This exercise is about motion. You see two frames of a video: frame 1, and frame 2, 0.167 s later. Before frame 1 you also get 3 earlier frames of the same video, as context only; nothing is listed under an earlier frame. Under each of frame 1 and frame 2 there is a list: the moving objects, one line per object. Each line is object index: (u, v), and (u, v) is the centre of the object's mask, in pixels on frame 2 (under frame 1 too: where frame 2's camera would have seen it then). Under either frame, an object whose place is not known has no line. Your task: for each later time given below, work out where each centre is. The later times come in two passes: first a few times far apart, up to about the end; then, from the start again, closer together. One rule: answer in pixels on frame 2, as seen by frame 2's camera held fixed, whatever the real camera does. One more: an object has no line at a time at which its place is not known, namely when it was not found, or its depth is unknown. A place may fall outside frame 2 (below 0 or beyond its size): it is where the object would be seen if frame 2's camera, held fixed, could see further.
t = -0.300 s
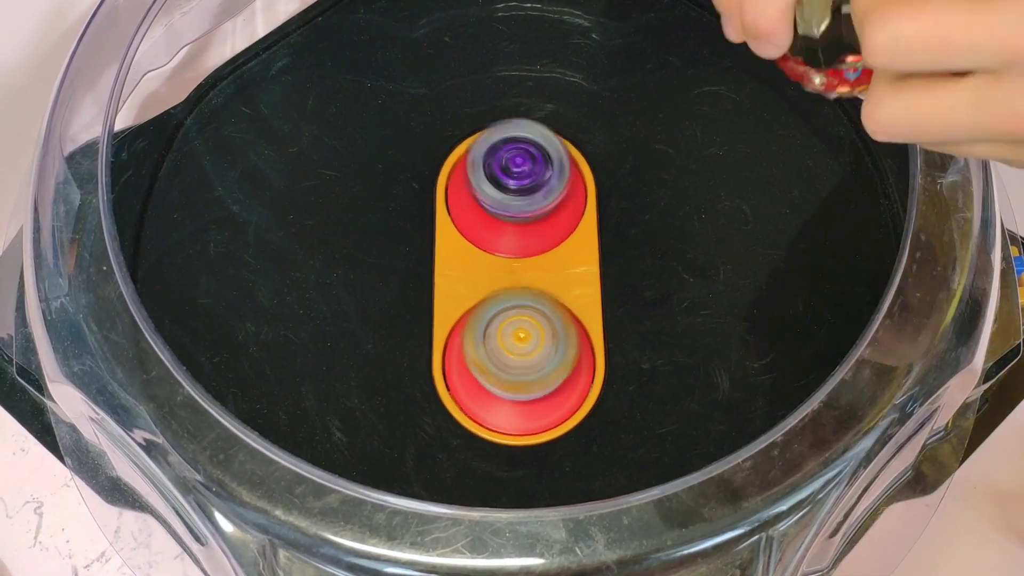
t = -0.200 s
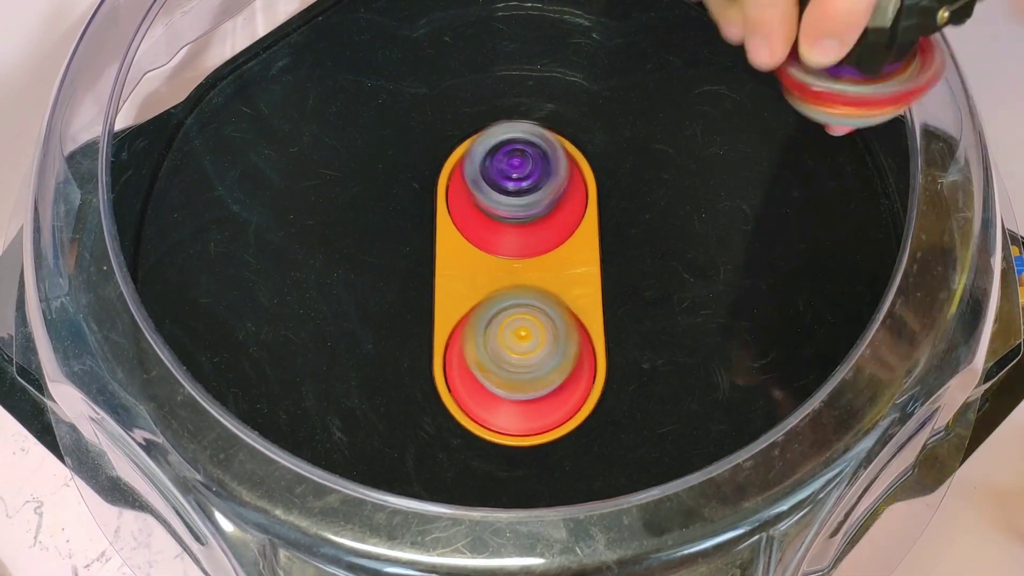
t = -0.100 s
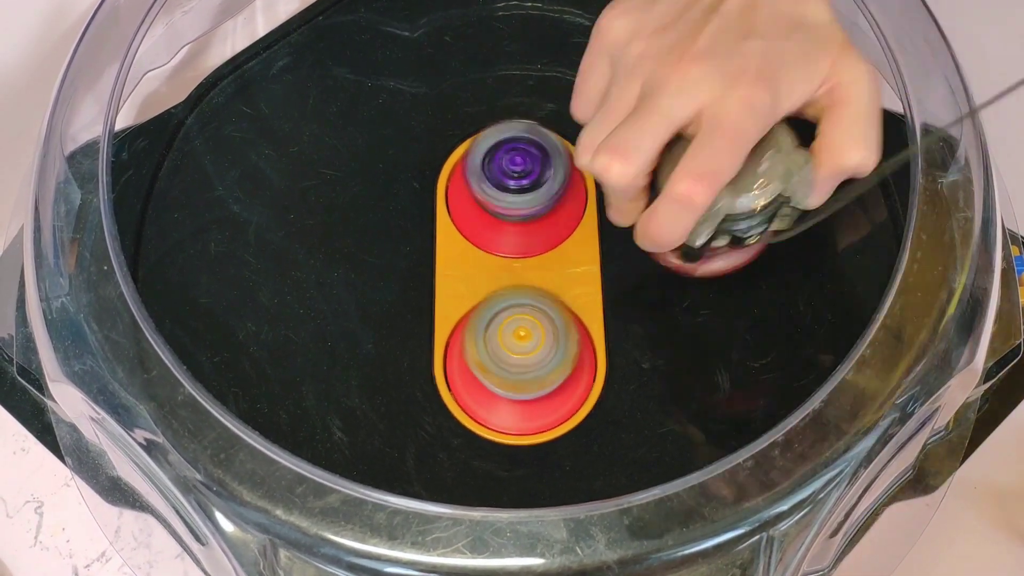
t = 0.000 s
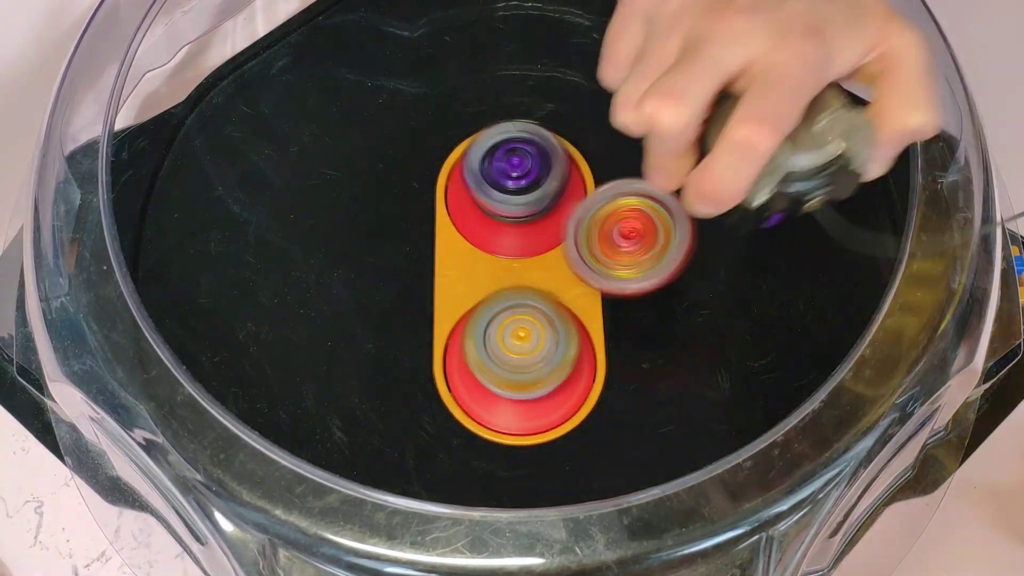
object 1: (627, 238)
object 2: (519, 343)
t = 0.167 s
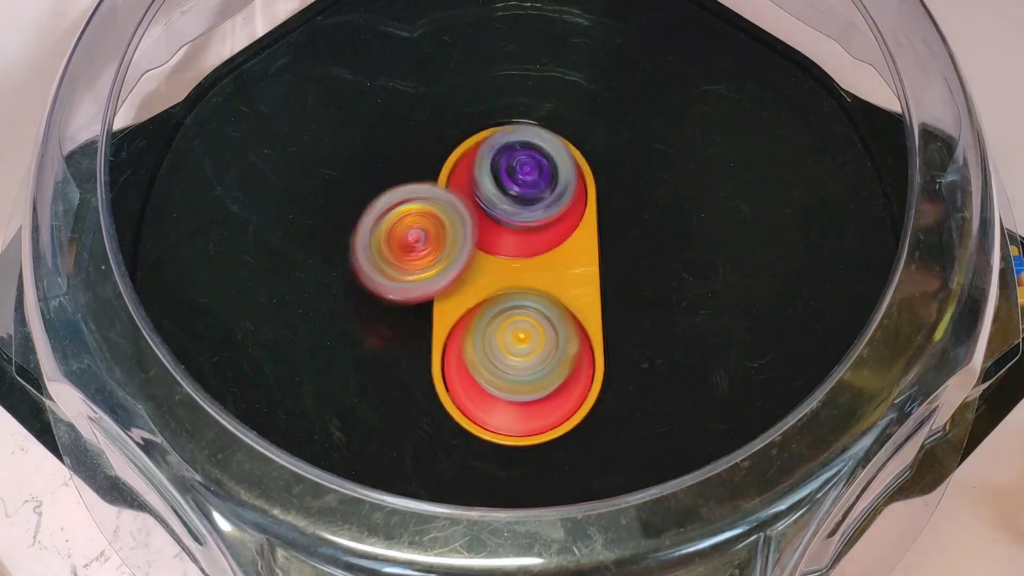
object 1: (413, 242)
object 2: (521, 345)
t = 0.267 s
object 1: (285, 239)
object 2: (521, 344)
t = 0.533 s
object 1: (249, 300)
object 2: (518, 344)
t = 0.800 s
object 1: (398, 444)
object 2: (528, 337)
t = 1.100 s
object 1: (568, 493)
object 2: (521, 343)
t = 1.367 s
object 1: (615, 412)
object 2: (518, 344)
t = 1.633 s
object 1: (625, 398)
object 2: (519, 342)
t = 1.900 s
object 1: (648, 339)
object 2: (518, 344)
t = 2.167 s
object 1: (608, 257)
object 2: (518, 345)
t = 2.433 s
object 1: (622, 259)
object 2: (518, 343)
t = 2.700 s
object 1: (612, 250)
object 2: (520, 344)
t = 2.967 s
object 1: (719, 408)
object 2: (519, 344)
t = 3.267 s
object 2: (516, 341)
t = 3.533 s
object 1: (597, 440)
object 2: (484, 343)
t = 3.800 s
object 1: (592, 490)
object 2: (427, 272)
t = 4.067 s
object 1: (543, 453)
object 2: (528, 23)
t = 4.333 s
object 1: (494, 354)
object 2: (593, 25)
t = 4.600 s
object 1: (508, 356)
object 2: (534, 109)
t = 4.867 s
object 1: (609, 336)
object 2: (546, 238)
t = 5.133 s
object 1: (566, 213)
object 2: (387, 139)
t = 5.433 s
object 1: (514, 242)
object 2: (439, 56)
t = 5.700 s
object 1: (444, 213)
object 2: (504, 77)
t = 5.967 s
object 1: (518, 451)
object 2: (587, 110)
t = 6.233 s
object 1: (549, 527)
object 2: (440, 243)
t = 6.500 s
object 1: (485, 492)
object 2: (439, 205)
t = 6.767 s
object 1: (454, 367)
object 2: (568, 114)
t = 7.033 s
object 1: (403, 402)
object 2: (617, 212)
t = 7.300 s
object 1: (447, 493)
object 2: (567, 216)
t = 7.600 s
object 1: (587, 374)
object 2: (480, 107)
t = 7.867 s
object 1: (461, 380)
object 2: (566, 76)
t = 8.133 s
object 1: (454, 275)
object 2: (543, 163)
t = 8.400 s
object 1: (386, 308)
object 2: (527, 288)
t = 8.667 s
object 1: (419, 357)
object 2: (516, 282)
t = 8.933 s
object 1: (541, 403)
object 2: (480, 297)
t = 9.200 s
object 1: (470, 269)
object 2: (515, 407)
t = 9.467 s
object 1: (424, 251)
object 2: (568, 263)
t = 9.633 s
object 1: (417, 264)
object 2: (567, 240)
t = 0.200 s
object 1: (369, 239)
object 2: (519, 344)
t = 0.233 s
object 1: (325, 233)
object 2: (518, 344)
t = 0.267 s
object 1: (285, 239)
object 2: (521, 344)
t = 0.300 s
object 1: (252, 249)
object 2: (518, 345)
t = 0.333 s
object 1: (230, 243)
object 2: (521, 345)
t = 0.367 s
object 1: (214, 250)
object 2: (517, 344)
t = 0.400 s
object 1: (204, 265)
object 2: (518, 343)
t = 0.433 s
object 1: (204, 270)
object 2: (519, 343)
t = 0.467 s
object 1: (212, 279)
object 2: (518, 344)
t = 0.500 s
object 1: (225, 292)
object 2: (519, 344)
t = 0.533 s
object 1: (249, 300)
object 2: (518, 344)
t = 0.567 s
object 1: (278, 316)
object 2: (518, 344)
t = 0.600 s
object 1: (314, 331)
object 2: (519, 344)
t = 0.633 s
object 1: (355, 347)
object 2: (518, 345)
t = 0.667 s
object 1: (397, 358)
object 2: (520, 345)
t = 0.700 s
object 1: (407, 383)
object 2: (529, 336)
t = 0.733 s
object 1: (398, 405)
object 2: (522, 332)
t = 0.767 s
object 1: (394, 431)
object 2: (520, 346)
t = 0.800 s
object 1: (398, 444)
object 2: (528, 337)
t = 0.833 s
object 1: (400, 472)
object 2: (520, 348)
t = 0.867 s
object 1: (414, 490)
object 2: (528, 343)
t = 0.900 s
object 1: (437, 499)
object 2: (517, 347)
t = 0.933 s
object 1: (460, 508)
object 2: (518, 345)
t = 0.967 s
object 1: (480, 508)
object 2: (518, 344)
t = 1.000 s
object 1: (505, 518)
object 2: (519, 344)
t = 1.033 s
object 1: (528, 510)
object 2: (520, 345)
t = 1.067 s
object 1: (549, 504)
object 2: (516, 345)
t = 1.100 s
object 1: (568, 493)
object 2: (521, 343)
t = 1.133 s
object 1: (583, 478)
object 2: (518, 345)
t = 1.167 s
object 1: (590, 453)
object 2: (519, 343)
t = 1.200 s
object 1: (594, 435)
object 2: (517, 344)
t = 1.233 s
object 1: (598, 419)
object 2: (516, 338)
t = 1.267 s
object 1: (609, 422)
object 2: (517, 342)
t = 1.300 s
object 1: (617, 422)
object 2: (519, 343)
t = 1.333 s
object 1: (620, 419)
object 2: (518, 344)
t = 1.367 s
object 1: (615, 412)
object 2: (518, 344)
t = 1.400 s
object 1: (613, 410)
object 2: (514, 343)
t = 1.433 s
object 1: (612, 412)
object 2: (519, 341)
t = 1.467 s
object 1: (615, 414)
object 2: (517, 345)
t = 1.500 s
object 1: (615, 410)
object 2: (518, 342)
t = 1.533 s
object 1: (613, 406)
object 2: (515, 343)
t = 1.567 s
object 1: (617, 404)
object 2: (517, 342)
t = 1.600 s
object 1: (623, 401)
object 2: (517, 343)
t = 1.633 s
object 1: (625, 398)
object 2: (519, 342)
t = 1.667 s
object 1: (625, 391)
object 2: (516, 344)
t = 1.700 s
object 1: (632, 388)
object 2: (517, 343)
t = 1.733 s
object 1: (634, 381)
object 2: (517, 344)
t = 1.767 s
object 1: (635, 377)
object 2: (517, 343)
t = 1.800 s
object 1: (639, 371)
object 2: (518, 345)
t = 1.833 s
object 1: (643, 363)
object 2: (518, 343)
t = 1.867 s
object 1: (647, 353)
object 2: (519, 344)
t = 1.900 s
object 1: (648, 339)
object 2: (518, 344)
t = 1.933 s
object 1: (648, 325)
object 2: (518, 344)
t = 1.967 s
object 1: (648, 314)
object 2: (518, 344)
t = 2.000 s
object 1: (648, 304)
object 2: (519, 343)
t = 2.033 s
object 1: (645, 292)
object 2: (519, 345)
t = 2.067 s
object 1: (639, 281)
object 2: (518, 344)
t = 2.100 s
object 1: (629, 271)
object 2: (519, 344)
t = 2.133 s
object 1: (616, 265)
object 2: (519, 344)
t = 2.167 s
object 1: (608, 257)
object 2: (518, 345)
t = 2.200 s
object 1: (608, 243)
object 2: (519, 345)
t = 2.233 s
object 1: (604, 230)
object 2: (519, 345)
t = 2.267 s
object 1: (605, 229)
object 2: (519, 343)
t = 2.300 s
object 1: (612, 234)
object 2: (519, 344)
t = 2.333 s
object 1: (618, 240)
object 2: (519, 344)
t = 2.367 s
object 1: (620, 246)
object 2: (519, 344)
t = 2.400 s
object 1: (620, 252)
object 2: (519, 345)
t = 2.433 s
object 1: (622, 259)
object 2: (518, 343)
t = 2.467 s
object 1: (620, 266)
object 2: (520, 344)
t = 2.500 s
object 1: (623, 269)
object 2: (518, 344)
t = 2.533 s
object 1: (629, 269)
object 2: (520, 344)
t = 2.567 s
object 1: (634, 267)
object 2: (518, 345)
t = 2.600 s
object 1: (632, 263)
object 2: (519, 342)
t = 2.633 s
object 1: (628, 260)
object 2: (520, 344)
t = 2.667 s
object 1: (623, 256)
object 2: (518, 344)
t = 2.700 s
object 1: (612, 250)
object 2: (520, 344)
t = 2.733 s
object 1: (604, 246)
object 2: (520, 344)
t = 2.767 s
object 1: (590, 241)
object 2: (518, 344)
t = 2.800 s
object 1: (587, 246)
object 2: (519, 349)
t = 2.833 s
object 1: (622, 281)
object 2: (521, 347)
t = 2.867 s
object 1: (660, 321)
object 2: (516, 346)
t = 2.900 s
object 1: (687, 360)
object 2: (518, 342)
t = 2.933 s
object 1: (707, 384)
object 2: (521, 344)
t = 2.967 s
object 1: (719, 408)
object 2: (519, 344)
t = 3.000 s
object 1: (725, 426)
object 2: (519, 344)
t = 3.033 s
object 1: (728, 432)
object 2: (518, 344)
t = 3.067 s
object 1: (724, 439)
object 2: (520, 343)
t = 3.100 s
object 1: (712, 438)
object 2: (520, 341)
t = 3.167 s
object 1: (683, 428)
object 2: (521, 341)
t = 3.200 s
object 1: (662, 423)
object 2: (519, 341)
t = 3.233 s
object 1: (639, 413)
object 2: (520, 341)
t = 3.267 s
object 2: (516, 341)
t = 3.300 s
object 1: (628, 404)
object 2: (503, 344)
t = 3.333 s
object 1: (632, 409)
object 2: (523, 352)
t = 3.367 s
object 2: (514, 333)
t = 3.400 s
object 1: (629, 422)
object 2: (499, 347)
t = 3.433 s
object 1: (625, 426)
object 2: (514, 357)
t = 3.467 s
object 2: (530, 342)
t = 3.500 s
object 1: (608, 437)
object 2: (504, 329)
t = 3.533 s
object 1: (597, 440)
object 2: (484, 343)
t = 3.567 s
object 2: (469, 362)
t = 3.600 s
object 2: (462, 382)
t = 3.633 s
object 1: (580, 450)
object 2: (443, 388)
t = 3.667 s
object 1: (591, 457)
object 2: (434, 372)
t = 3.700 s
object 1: (599, 473)
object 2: (427, 351)
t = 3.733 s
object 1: (601, 480)
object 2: (425, 329)
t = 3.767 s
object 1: (597, 487)
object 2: (427, 302)
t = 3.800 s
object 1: (592, 490)
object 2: (427, 272)
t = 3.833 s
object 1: (586, 489)
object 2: (430, 239)
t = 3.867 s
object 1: (581, 486)
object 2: (435, 202)
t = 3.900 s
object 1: (578, 484)
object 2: (440, 166)
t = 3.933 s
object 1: (573, 480)
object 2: (454, 126)
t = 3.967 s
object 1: (563, 466)
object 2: (475, 87)
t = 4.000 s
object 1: (555, 464)
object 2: (494, 56)
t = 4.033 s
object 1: (550, 458)
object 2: (512, 35)
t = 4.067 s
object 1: (543, 453)
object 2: (528, 23)
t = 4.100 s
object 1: (533, 445)
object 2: (541, 16)
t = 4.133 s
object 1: (524, 434)
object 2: (553, 13)
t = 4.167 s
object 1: (515, 423)
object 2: (566, 11)
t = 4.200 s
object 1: (509, 411)
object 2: (578, 11)
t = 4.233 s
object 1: (504, 400)
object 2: (589, 13)
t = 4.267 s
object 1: (496, 386)
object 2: (596, 16)
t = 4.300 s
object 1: (495, 369)
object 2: (595, 20)
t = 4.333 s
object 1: (494, 354)
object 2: (593, 25)
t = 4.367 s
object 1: (497, 342)
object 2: (586, 31)
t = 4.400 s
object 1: (502, 336)
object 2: (577, 39)
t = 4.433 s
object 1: (503, 331)
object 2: (569, 48)
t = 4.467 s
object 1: (504, 329)
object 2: (560, 60)
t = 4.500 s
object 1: (505, 331)
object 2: (552, 72)
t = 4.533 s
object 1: (506, 335)
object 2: (547, 84)
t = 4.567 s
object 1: (508, 344)
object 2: (540, 95)
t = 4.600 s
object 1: (508, 356)
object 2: (534, 109)
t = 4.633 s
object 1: (509, 371)
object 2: (531, 127)
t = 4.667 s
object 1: (517, 389)
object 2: (532, 140)
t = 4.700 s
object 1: (528, 408)
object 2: (537, 155)
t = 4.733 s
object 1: (547, 409)
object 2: (548, 171)
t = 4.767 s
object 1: (566, 405)
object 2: (557, 190)
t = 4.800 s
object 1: (588, 392)
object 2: (563, 211)
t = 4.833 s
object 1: (606, 367)
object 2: (559, 226)
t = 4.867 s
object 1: (609, 336)
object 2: (546, 238)
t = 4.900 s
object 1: (608, 310)
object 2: (522, 240)
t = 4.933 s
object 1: (606, 291)
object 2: (494, 233)
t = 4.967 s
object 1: (603, 266)
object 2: (462, 221)
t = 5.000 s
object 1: (585, 276)
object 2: (435, 206)
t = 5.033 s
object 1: (583, 252)
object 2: (415, 190)
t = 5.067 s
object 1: (576, 237)
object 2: (402, 174)
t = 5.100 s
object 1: (572, 224)
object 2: (394, 156)
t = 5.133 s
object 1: (566, 213)
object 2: (387, 139)
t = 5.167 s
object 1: (558, 201)
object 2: (383, 124)
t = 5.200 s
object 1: (549, 194)
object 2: (383, 111)
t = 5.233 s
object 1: (541, 189)
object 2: (386, 100)
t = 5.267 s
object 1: (539, 191)
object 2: (390, 88)
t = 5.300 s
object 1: (541, 200)
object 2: (396, 78)
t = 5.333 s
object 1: (540, 212)
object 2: (405, 71)
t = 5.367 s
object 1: (534, 225)
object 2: (416, 65)
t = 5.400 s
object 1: (525, 241)
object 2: (427, 59)
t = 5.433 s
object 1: (514, 242)
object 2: (439, 56)
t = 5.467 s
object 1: (504, 240)
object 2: (451, 57)
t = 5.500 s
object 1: (487, 234)
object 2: (462, 60)
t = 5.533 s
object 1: (467, 227)
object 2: (471, 63)
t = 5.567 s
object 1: (455, 216)
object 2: (478, 67)
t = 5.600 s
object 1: (450, 207)
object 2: (483, 73)
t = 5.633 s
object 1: (453, 196)
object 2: (487, 83)
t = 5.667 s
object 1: (454, 185)
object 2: (492, 93)
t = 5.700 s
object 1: (444, 213)
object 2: (504, 77)
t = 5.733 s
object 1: (443, 240)
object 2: (514, 66)
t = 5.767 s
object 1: (445, 269)
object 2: (524, 60)
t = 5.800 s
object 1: (452, 300)
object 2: (535, 62)
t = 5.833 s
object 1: (459, 336)
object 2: (548, 66)
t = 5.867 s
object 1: (466, 376)
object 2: (559, 73)
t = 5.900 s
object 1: (477, 413)
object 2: (570, 83)
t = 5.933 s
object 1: (498, 433)
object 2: (580, 96)
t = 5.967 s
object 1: (518, 451)
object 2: (587, 110)
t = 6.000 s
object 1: (532, 463)
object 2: (590, 127)
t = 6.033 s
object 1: (543, 470)
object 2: (590, 146)
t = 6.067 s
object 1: (548, 489)
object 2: (585, 170)
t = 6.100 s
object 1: (551, 501)
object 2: (572, 195)
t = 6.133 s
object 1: (553, 507)
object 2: (546, 220)
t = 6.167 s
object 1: (554, 519)
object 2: (511, 232)
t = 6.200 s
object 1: (553, 523)
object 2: (470, 239)
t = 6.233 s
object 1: (549, 527)
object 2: (440, 243)
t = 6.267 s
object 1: (545, 530)
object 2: (426, 243)
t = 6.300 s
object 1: (540, 530)
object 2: (419, 242)
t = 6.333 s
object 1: (534, 530)
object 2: (414, 239)
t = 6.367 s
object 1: (527, 528)
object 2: (413, 233)
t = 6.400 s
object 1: (517, 521)
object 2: (417, 226)
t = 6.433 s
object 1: (505, 518)
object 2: (423, 220)
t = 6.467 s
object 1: (495, 506)
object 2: (430, 213)
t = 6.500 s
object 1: (485, 492)
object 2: (439, 205)
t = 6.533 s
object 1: (476, 472)
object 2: (450, 195)
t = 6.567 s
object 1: (467, 463)
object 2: (460, 185)
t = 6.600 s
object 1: (460, 449)
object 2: (472, 169)
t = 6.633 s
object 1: (454, 433)
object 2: (485, 150)
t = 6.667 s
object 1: (450, 417)
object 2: (499, 127)
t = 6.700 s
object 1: (449, 400)
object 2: (521, 112)
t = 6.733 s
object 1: (450, 383)
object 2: (545, 108)
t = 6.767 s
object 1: (454, 367)
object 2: (568, 114)
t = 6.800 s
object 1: (461, 351)
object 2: (587, 129)
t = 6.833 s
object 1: (471, 338)
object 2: (598, 150)
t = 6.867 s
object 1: (481, 324)
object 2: (600, 175)
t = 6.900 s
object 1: (488, 313)
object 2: (593, 203)
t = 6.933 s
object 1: (494, 305)
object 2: (582, 230)
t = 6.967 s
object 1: (468, 321)
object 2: (587, 238)
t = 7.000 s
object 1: (430, 364)
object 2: (605, 223)
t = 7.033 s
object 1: (403, 402)
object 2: (617, 212)
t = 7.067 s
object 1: (385, 434)
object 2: (622, 206)
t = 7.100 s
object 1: (375, 460)
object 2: (622, 203)
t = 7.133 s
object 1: (372, 479)
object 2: (619, 201)
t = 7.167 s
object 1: (377, 488)
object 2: (612, 201)
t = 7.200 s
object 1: (388, 492)
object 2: (604, 203)
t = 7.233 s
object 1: (406, 494)
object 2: (593, 206)
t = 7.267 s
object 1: (426, 495)
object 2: (580, 212)
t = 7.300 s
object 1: (447, 493)
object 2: (567, 216)
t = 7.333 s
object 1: (468, 487)
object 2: (551, 219)
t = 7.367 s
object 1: (488, 471)
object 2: (528, 220)
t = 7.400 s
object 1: (506, 466)
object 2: (502, 221)
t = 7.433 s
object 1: (525, 460)
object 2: (474, 215)
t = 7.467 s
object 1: (543, 450)
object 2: (453, 199)
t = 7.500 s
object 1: (559, 436)
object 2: (440, 178)
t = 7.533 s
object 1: (574, 420)
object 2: (444, 155)
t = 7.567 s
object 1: (583, 399)
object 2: (458, 129)
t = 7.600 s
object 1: (587, 374)
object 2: (480, 107)
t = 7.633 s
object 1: (584, 345)
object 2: (505, 90)
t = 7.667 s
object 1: (572, 315)
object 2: (526, 78)
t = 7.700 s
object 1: (543, 293)
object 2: (542, 71)
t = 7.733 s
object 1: (511, 286)
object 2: (554, 67)
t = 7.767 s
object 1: (480, 294)
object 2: (561, 66)
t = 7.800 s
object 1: (463, 317)
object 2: (566, 68)
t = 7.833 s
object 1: (448, 346)
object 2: (567, 71)
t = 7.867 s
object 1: (461, 380)
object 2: (566, 76)
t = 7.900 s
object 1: (492, 409)
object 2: (565, 82)
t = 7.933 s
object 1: (535, 409)
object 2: (561, 89)
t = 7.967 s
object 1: (574, 382)
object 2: (556, 98)
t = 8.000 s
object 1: (584, 342)
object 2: (552, 106)
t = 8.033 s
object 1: (566, 308)
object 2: (548, 117)
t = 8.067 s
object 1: (530, 284)
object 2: (542, 131)
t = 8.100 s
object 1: (492, 277)
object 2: (541, 144)
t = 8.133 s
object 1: (454, 275)
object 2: (543, 163)
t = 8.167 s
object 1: (426, 274)
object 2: (548, 185)
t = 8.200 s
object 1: (412, 273)
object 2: (551, 210)
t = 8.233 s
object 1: (404, 275)
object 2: (547, 232)
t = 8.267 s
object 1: (400, 280)
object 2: (536, 252)
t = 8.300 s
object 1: (399, 286)
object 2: (525, 265)
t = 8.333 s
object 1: (400, 291)
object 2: (517, 273)
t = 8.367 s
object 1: (398, 298)
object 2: (514, 281)
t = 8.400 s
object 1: (386, 308)
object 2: (527, 288)
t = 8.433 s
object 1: (380, 317)
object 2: (537, 295)
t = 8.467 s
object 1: (380, 327)
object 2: (544, 300)
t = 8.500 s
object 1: (384, 335)
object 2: (546, 302)
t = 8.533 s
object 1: (390, 341)
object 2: (547, 300)
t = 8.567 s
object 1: (396, 346)
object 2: (546, 297)
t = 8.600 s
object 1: (403, 351)
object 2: (539, 292)
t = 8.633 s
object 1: (411, 354)
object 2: (528, 284)
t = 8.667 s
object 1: (419, 357)
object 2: (516, 282)
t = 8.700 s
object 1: (429, 361)
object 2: (506, 283)
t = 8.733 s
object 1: (435, 367)
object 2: (503, 282)
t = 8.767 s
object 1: (442, 374)
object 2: (505, 284)
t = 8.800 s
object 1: (454, 379)
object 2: (505, 286)
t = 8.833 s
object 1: (467, 385)
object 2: (502, 285)
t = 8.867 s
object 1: (488, 390)
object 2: (495, 283)
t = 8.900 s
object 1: (512, 396)
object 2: (490, 288)
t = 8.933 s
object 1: (541, 403)
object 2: (480, 297)
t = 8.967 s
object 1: (571, 405)
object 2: (464, 307)
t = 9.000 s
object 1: (591, 384)
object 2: (451, 319)
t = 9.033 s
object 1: (596, 357)
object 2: (450, 332)
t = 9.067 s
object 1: (587, 330)
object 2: (454, 347)
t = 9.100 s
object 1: (562, 304)
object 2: (459, 367)
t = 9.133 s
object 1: (530, 285)
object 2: (469, 386)
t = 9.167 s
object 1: (499, 277)
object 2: (488, 400)
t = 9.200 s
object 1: (470, 269)
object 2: (515, 407)
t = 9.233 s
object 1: (449, 262)
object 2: (544, 401)
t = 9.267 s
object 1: (436, 256)
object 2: (570, 385)
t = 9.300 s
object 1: (430, 252)
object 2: (580, 361)
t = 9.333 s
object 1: (434, 250)
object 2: (585, 330)
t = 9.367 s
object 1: (441, 251)
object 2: (574, 304)
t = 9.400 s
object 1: (447, 254)
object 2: (560, 285)
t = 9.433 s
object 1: (434, 252)
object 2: (560, 271)
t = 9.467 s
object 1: (424, 251)
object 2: (568, 263)
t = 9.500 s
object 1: (420, 251)
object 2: (570, 258)
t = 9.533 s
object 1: (418, 253)
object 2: (572, 251)
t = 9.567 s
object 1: (418, 256)
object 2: (574, 248)
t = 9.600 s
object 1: (417, 260)
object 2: (572, 245)
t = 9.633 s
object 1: (417, 264)
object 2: (567, 240)
